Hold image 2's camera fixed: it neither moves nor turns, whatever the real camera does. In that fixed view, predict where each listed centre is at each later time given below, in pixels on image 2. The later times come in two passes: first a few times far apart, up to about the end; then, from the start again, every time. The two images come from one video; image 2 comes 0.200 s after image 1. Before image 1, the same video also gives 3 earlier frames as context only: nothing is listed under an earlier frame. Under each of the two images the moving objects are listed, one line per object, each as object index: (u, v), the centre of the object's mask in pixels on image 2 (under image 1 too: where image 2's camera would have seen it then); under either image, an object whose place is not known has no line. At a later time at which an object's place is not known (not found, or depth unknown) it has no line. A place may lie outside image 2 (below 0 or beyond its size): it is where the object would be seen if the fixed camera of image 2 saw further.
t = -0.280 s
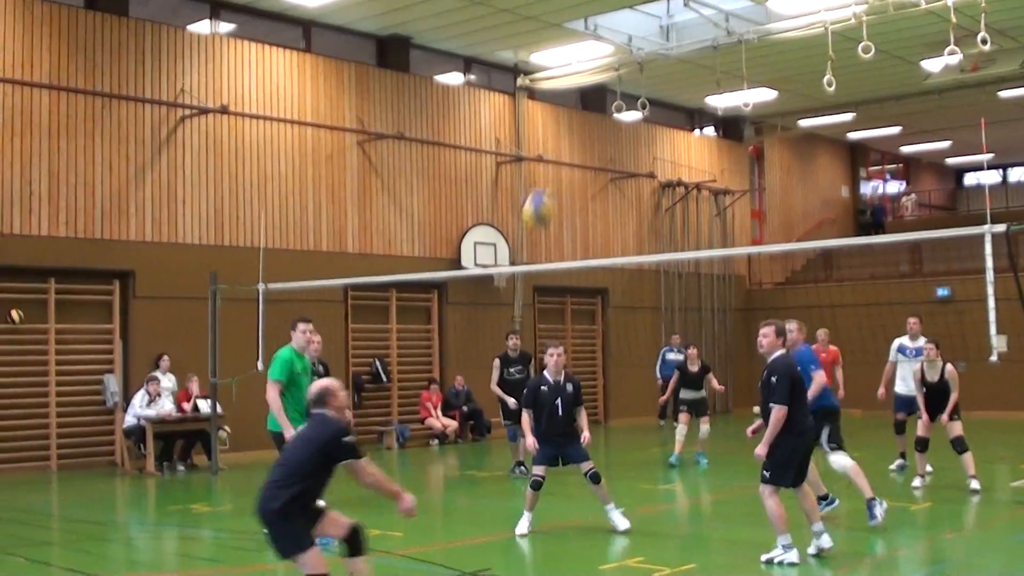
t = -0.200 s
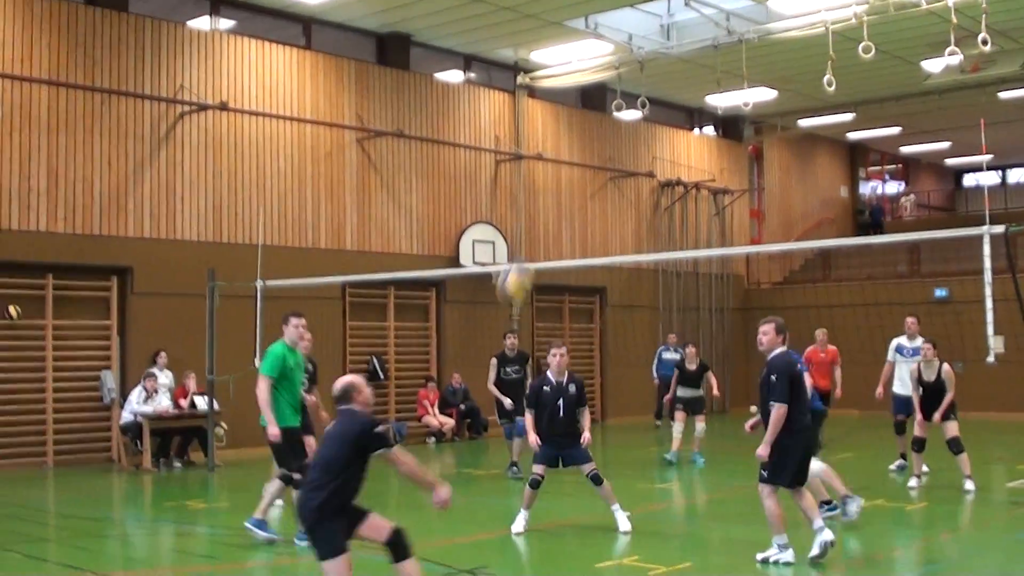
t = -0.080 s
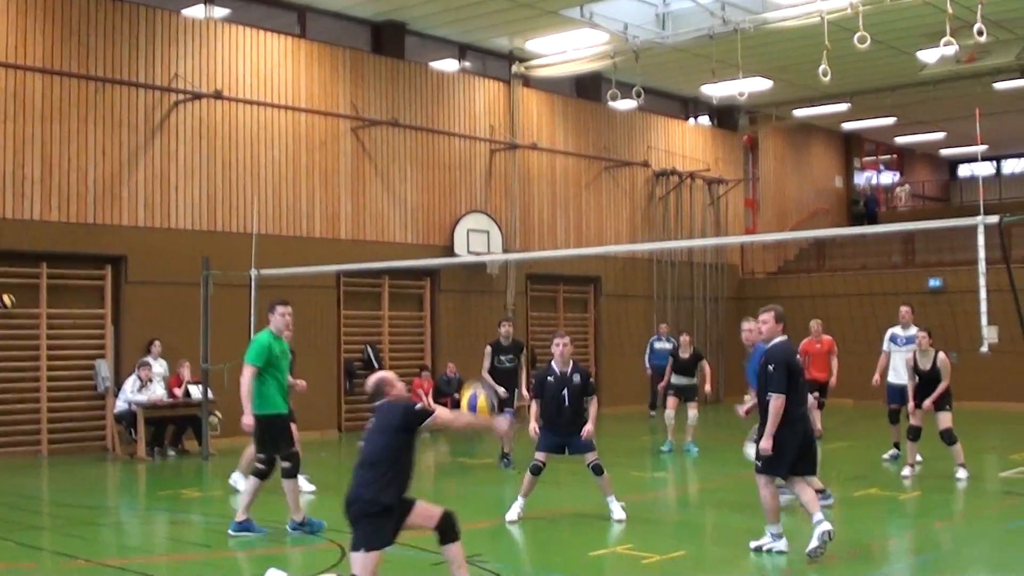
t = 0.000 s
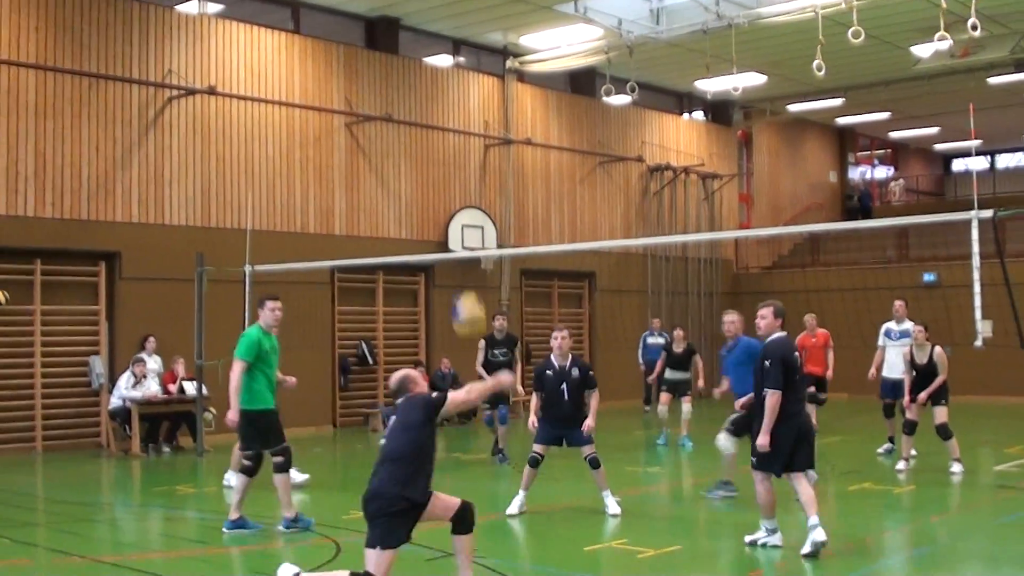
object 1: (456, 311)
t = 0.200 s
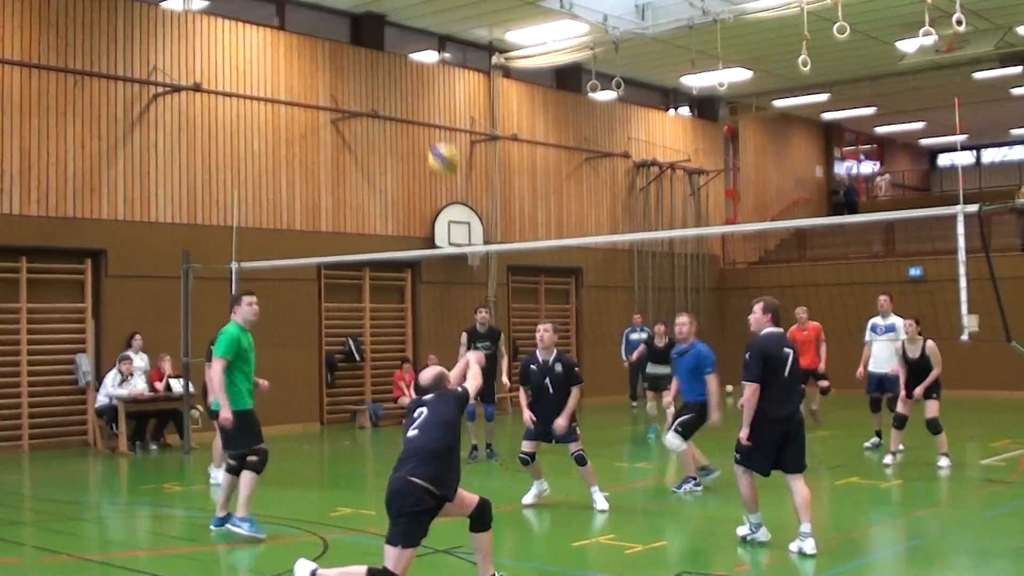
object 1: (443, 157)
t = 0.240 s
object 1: (441, 137)
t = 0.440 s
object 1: (431, 75)
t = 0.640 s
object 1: (422, 71)
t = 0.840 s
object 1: (415, 113)
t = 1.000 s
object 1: (409, 177)
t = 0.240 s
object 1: (441, 137)
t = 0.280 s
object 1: (439, 120)
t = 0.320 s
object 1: (438, 106)
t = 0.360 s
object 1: (435, 94)
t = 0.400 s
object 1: (433, 83)
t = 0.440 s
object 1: (431, 75)
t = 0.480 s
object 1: (430, 73)
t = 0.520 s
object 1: (428, 67)
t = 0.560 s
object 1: (426, 67)
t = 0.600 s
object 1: (424, 68)
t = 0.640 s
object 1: (422, 71)
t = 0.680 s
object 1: (421, 75)
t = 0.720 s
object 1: (420, 82)
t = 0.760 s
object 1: (418, 90)
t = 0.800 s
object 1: (416, 101)
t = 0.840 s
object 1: (415, 113)
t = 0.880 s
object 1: (413, 127)
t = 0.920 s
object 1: (412, 141)
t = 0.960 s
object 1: (410, 158)
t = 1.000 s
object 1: (409, 177)
